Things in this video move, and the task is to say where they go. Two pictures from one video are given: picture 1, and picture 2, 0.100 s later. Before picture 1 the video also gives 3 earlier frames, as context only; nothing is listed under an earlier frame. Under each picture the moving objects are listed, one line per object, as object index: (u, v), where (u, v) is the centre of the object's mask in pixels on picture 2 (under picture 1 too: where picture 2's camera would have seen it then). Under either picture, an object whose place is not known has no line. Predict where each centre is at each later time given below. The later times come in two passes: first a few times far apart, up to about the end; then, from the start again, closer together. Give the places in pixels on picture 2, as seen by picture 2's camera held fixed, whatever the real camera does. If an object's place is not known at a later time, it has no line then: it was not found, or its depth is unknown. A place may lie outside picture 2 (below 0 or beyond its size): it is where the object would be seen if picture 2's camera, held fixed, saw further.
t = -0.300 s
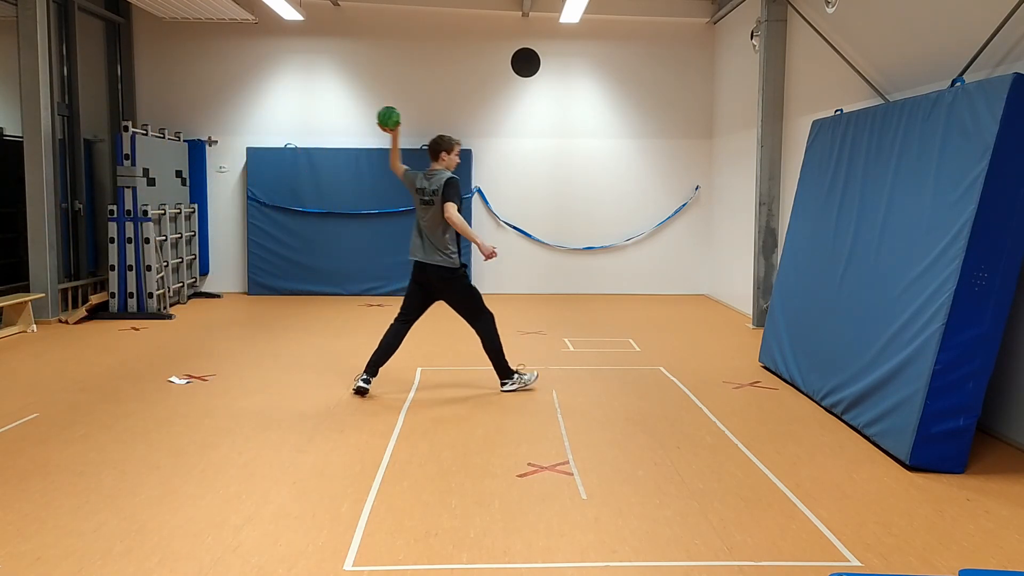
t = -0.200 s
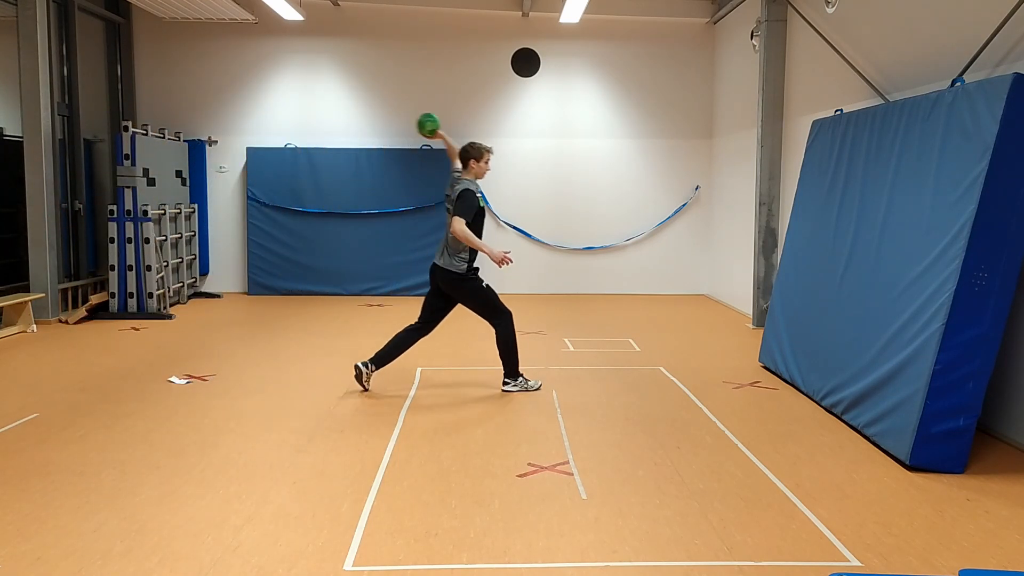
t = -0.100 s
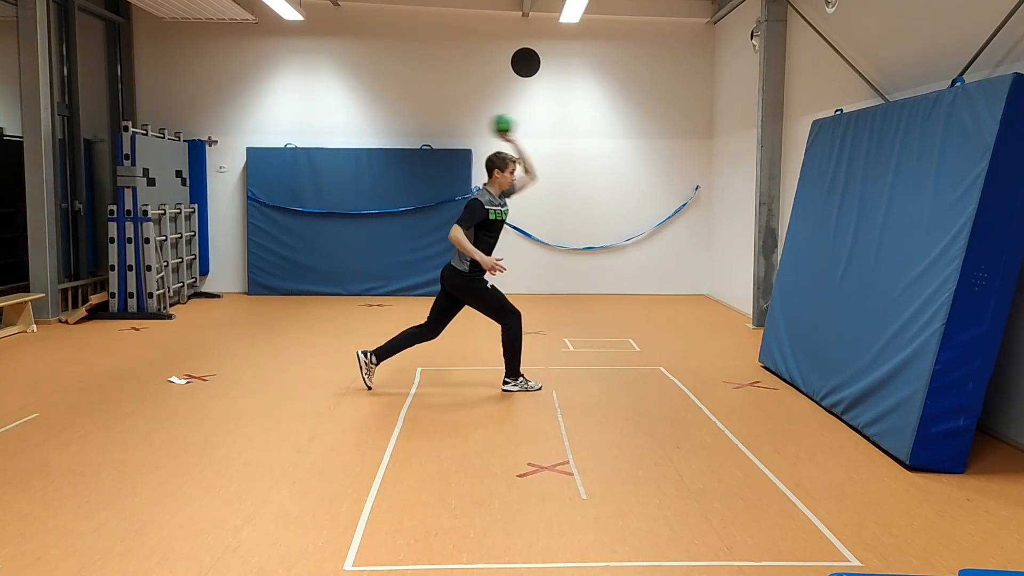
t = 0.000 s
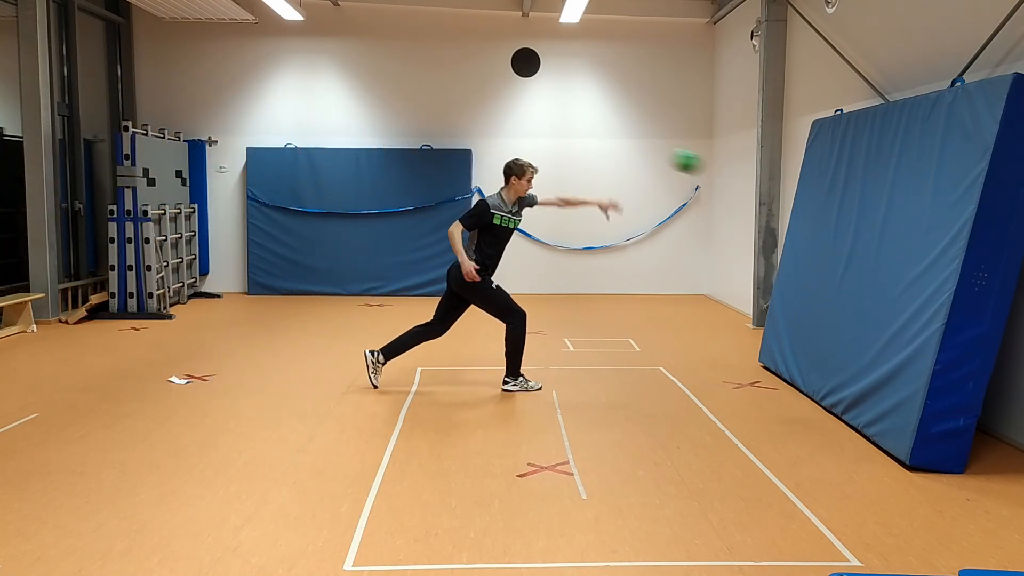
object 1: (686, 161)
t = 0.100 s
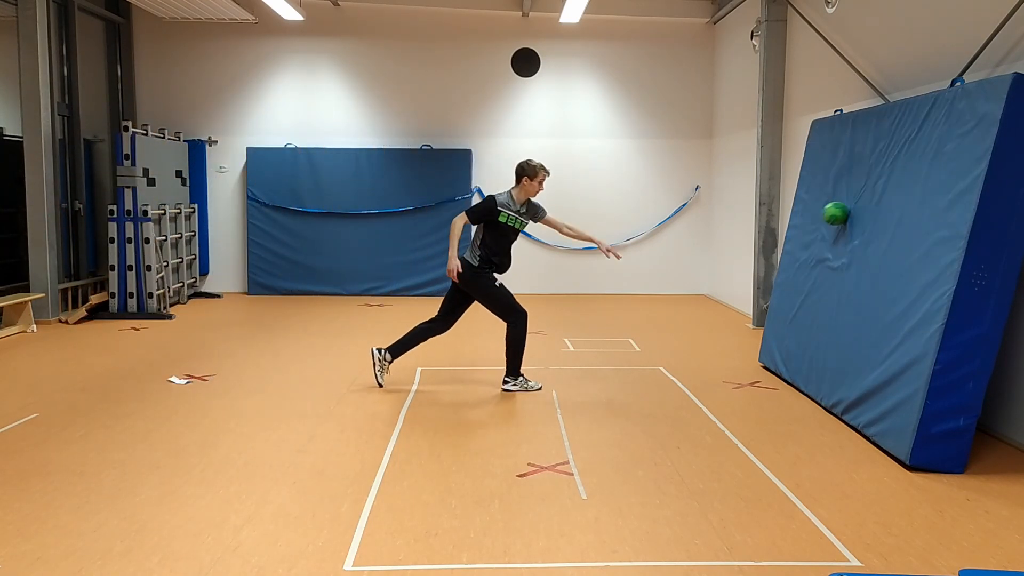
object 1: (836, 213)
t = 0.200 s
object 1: (784, 228)
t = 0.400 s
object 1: (684, 302)
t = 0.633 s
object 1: (583, 358)
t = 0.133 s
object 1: (818, 216)
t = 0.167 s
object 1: (802, 221)
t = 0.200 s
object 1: (784, 228)
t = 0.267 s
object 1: (751, 246)
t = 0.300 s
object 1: (734, 258)
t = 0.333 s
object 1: (717, 271)
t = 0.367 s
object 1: (700, 285)
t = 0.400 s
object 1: (684, 302)
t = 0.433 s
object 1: (667, 319)
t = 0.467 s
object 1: (650, 339)
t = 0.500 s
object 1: (633, 360)
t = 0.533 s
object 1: (616, 383)
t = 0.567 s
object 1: (602, 386)
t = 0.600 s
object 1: (593, 371)
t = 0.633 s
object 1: (583, 358)
